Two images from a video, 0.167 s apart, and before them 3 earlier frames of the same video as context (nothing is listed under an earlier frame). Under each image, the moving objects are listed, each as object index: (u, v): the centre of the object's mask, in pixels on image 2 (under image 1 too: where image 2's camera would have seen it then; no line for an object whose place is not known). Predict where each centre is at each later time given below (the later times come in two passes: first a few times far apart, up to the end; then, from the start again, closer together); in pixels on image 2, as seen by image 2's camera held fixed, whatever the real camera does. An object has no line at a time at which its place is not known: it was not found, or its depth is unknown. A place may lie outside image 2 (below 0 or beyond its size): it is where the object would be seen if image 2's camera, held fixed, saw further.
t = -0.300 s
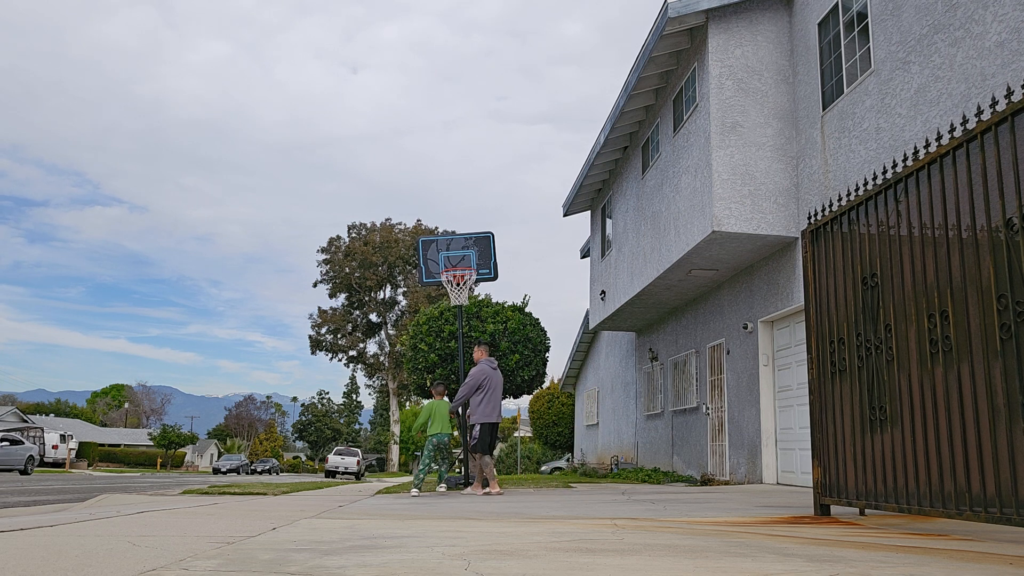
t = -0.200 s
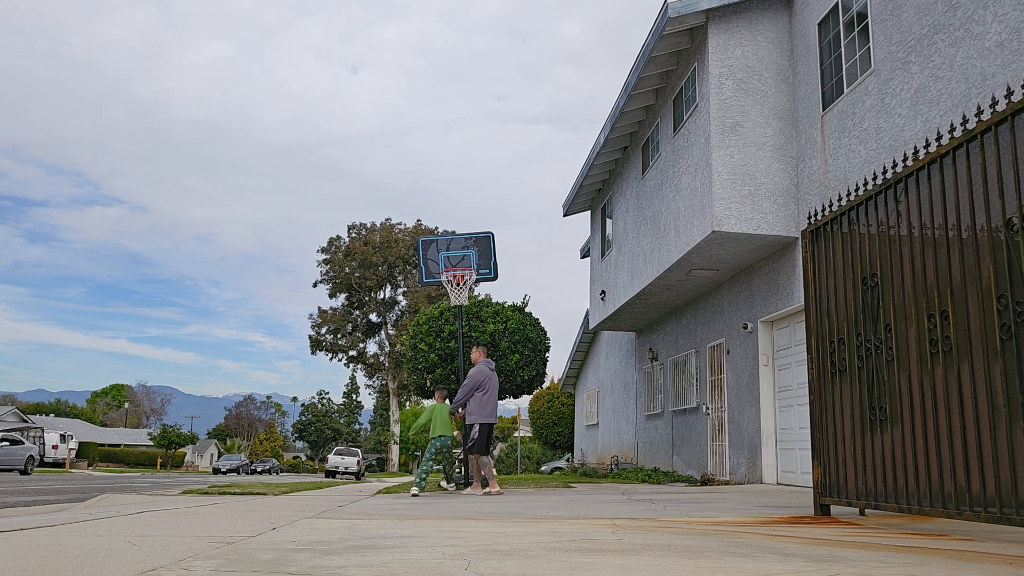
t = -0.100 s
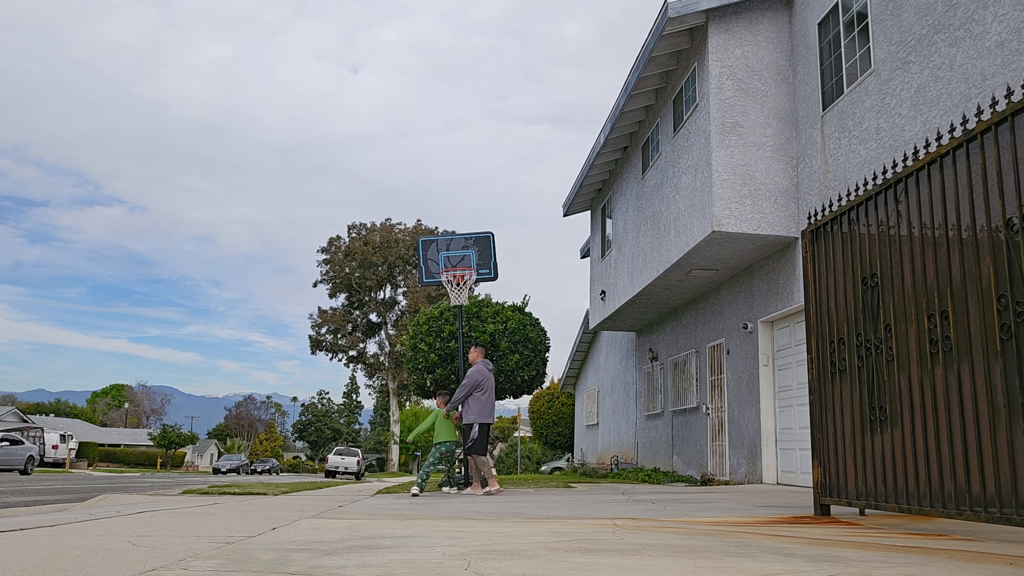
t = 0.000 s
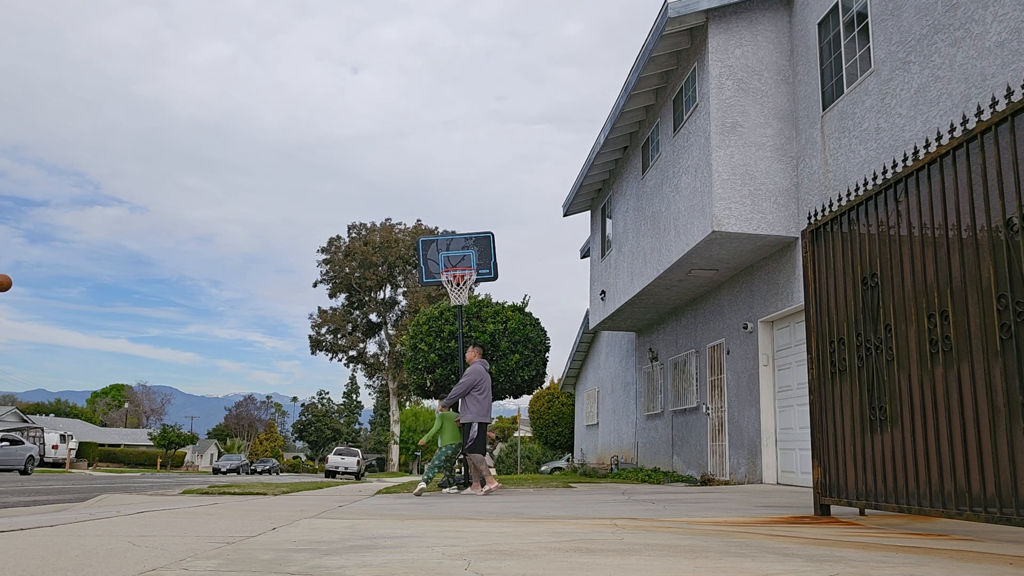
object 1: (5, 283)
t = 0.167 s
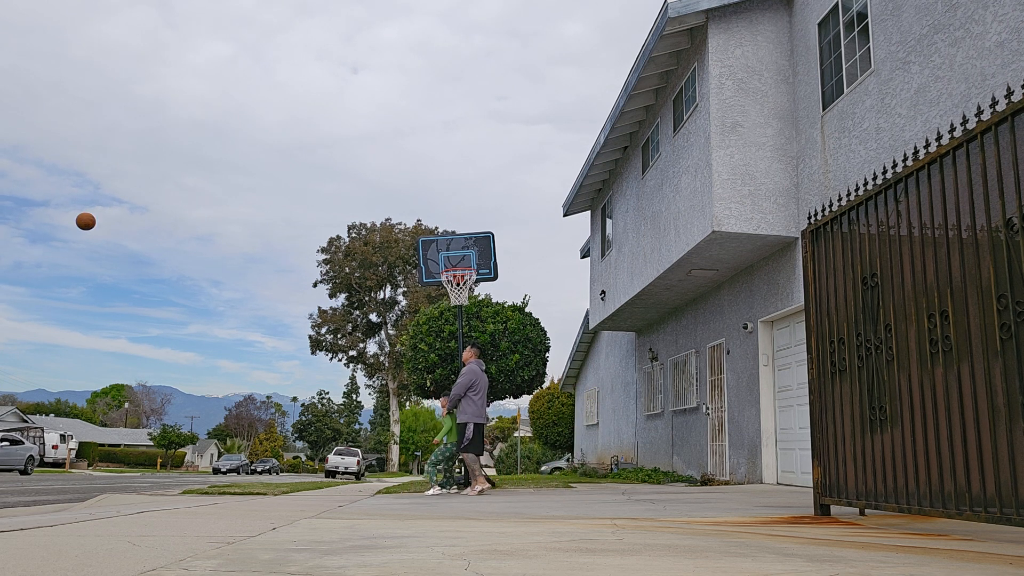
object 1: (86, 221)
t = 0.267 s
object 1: (132, 195)
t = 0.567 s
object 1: (261, 162)
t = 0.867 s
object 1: (378, 190)
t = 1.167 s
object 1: (485, 263)
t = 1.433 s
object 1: (555, 271)
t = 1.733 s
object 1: (631, 339)
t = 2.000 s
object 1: (697, 455)
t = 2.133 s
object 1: (703, 444)
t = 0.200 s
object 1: (101, 212)
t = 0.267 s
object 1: (132, 195)
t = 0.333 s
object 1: (162, 182)
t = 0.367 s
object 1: (177, 177)
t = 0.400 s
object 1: (191, 173)
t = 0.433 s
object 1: (205, 169)
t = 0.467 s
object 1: (220, 166)
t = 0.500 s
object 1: (233, 164)
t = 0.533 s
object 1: (247, 163)
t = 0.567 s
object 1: (261, 162)
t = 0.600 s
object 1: (274, 162)
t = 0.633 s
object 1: (288, 163)
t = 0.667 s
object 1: (301, 164)
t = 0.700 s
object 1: (314, 167)
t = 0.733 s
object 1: (327, 170)
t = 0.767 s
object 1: (340, 174)
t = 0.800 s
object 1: (353, 178)
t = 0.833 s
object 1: (365, 184)
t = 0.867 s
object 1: (378, 190)
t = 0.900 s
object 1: (390, 196)
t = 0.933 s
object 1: (403, 204)
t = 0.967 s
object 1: (415, 212)
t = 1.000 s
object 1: (427, 221)
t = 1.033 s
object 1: (439, 230)
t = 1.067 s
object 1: (452, 241)
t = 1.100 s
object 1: (464, 252)
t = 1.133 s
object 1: (477, 262)
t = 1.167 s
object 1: (485, 263)
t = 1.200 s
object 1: (494, 262)
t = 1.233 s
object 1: (503, 261)
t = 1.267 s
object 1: (512, 261)
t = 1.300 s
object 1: (520, 261)
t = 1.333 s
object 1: (529, 263)
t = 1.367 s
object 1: (538, 265)
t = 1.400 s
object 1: (547, 268)
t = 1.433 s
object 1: (555, 271)
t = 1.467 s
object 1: (564, 276)
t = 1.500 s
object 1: (572, 281)
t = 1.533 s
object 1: (581, 287)
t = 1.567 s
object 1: (589, 294)
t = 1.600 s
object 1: (597, 302)
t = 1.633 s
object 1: (606, 310)
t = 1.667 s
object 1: (614, 319)
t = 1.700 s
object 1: (622, 329)
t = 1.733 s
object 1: (631, 339)
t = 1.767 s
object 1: (639, 351)
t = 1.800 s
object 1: (647, 363)
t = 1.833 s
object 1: (655, 376)
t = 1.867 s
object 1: (664, 390)
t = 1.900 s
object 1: (672, 405)
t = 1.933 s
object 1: (680, 421)
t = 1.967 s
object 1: (688, 437)
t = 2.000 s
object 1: (697, 455)
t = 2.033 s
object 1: (704, 473)
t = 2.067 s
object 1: (705, 464)
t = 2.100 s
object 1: (704, 454)
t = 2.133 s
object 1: (703, 444)
